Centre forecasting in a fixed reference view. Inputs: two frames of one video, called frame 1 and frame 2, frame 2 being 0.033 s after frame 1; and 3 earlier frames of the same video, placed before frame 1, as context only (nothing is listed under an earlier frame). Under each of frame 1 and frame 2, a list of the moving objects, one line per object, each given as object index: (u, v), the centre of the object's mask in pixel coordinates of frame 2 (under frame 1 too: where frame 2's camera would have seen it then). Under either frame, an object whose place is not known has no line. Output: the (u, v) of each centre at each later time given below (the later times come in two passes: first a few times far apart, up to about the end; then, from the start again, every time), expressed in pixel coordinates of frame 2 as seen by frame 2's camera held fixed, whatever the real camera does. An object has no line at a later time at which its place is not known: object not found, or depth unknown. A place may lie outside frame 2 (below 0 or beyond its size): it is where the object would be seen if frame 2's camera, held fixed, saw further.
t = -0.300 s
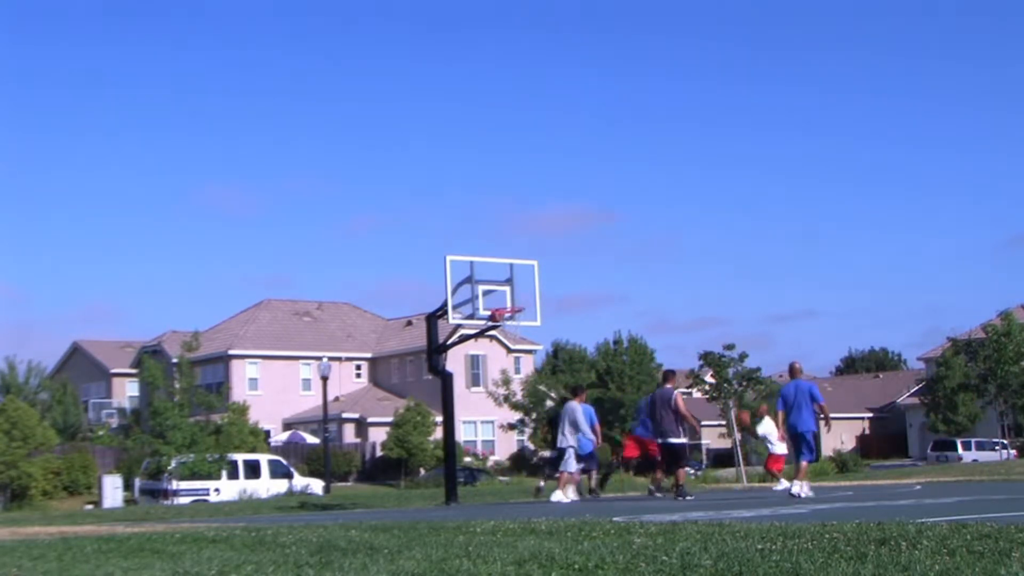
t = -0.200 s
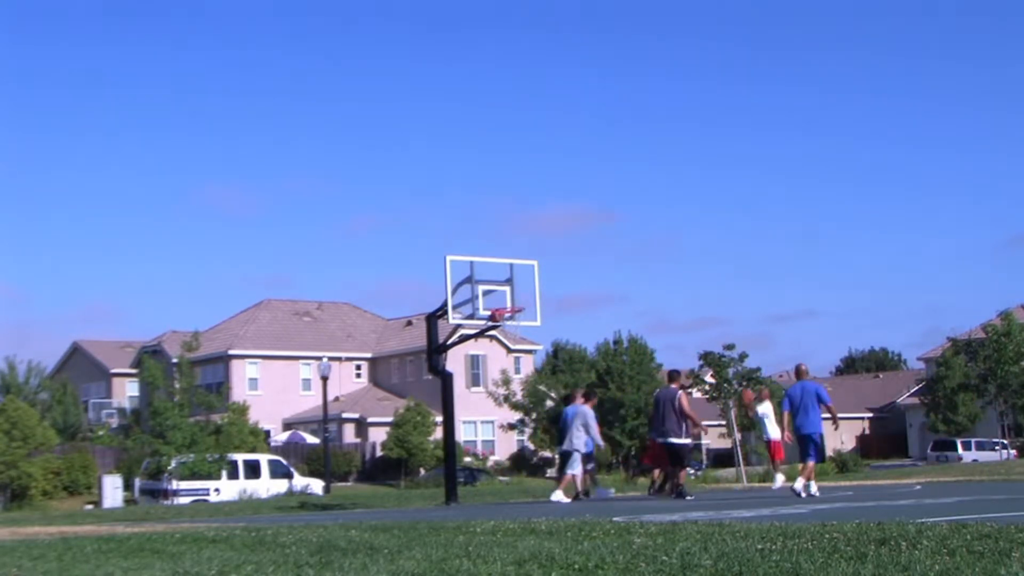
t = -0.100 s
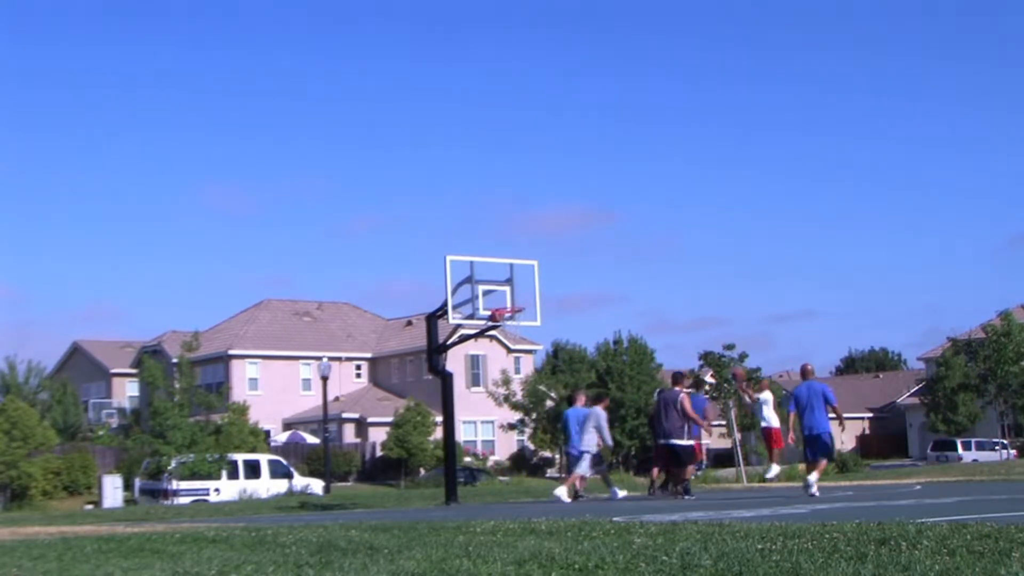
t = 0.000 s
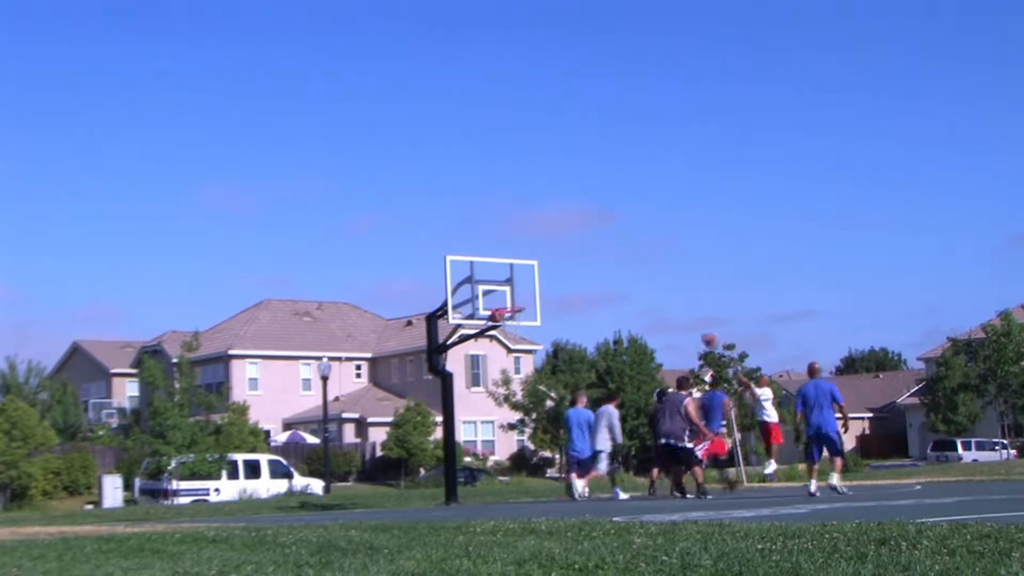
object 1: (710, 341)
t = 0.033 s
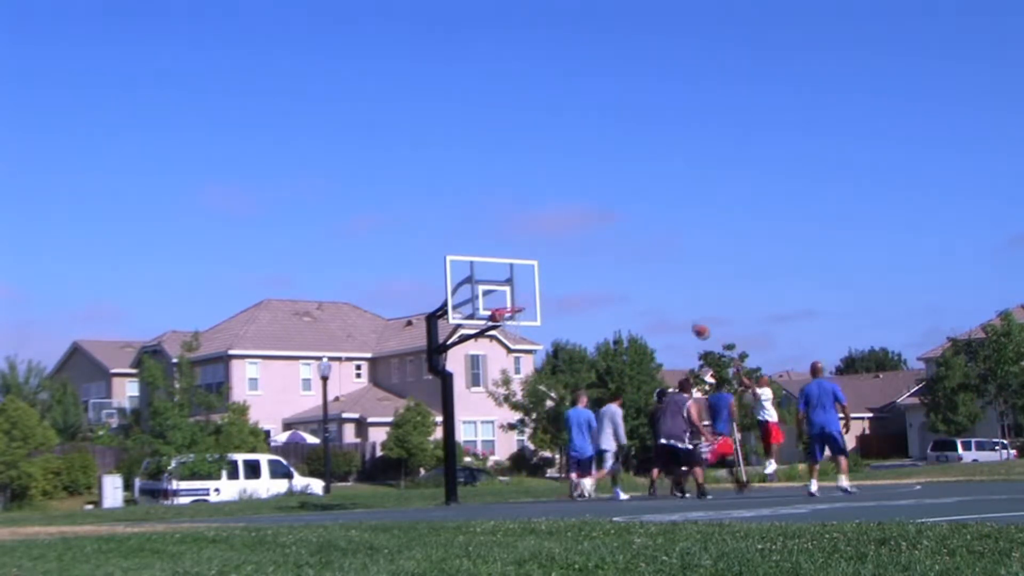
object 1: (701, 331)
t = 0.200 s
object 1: (656, 293)
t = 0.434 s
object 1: (595, 267)
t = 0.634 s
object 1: (545, 269)
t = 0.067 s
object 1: (691, 323)
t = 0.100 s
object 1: (683, 314)
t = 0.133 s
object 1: (674, 306)
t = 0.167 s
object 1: (665, 299)
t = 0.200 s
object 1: (656, 293)
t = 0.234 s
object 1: (648, 287)
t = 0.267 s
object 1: (638, 282)
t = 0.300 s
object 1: (630, 278)
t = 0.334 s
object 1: (621, 274)
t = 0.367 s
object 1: (613, 271)
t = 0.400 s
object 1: (604, 268)
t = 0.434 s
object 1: (595, 267)
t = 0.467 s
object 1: (587, 265)
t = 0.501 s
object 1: (578, 265)
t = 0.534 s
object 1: (570, 265)
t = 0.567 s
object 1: (562, 266)
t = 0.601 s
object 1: (553, 267)
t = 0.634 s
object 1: (545, 269)
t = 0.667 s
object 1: (537, 272)
